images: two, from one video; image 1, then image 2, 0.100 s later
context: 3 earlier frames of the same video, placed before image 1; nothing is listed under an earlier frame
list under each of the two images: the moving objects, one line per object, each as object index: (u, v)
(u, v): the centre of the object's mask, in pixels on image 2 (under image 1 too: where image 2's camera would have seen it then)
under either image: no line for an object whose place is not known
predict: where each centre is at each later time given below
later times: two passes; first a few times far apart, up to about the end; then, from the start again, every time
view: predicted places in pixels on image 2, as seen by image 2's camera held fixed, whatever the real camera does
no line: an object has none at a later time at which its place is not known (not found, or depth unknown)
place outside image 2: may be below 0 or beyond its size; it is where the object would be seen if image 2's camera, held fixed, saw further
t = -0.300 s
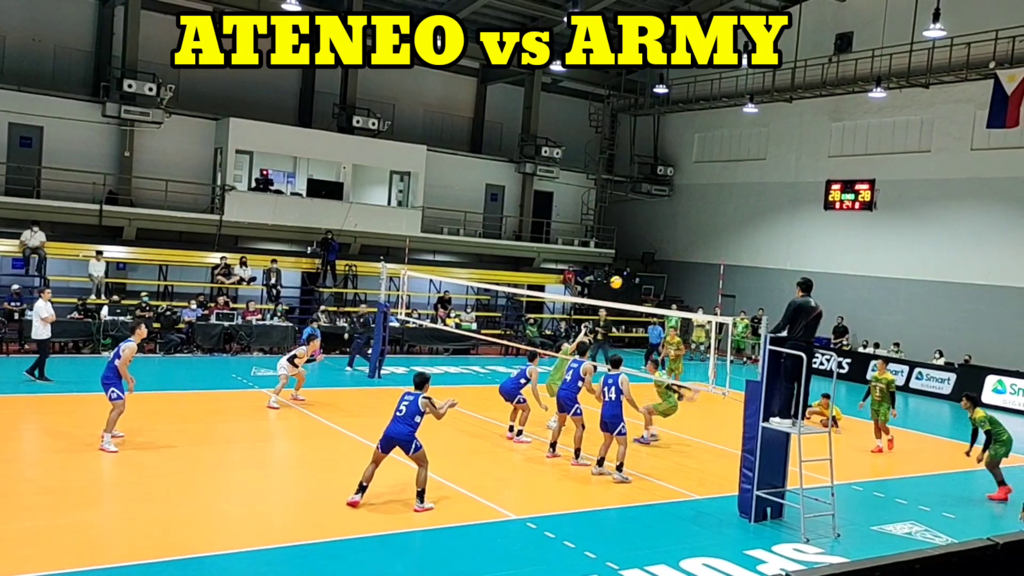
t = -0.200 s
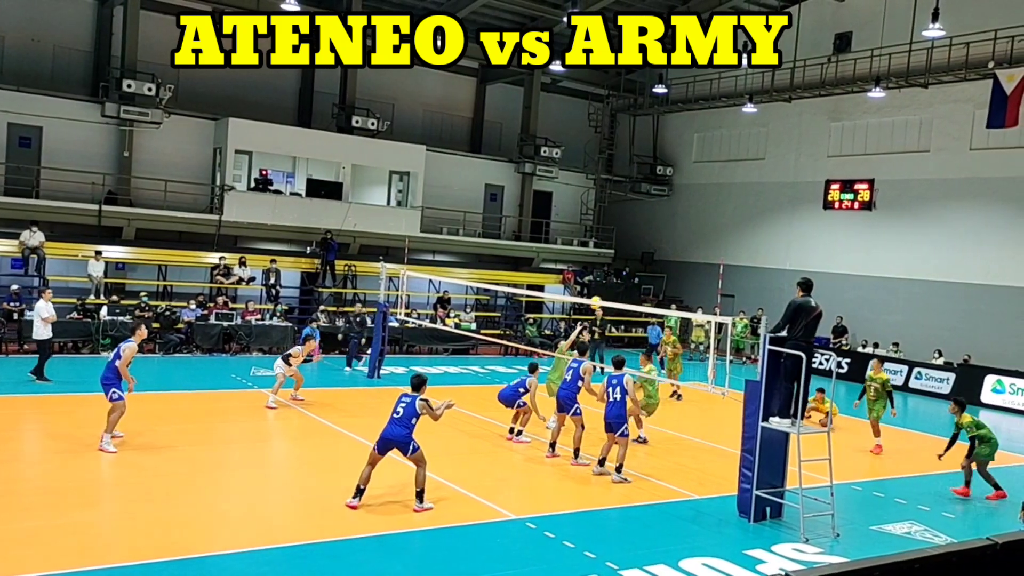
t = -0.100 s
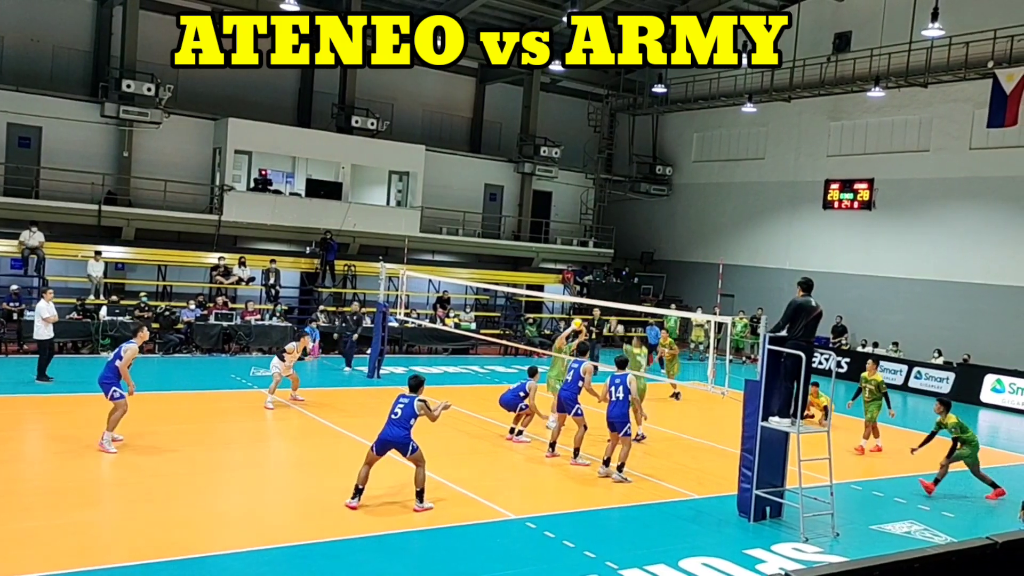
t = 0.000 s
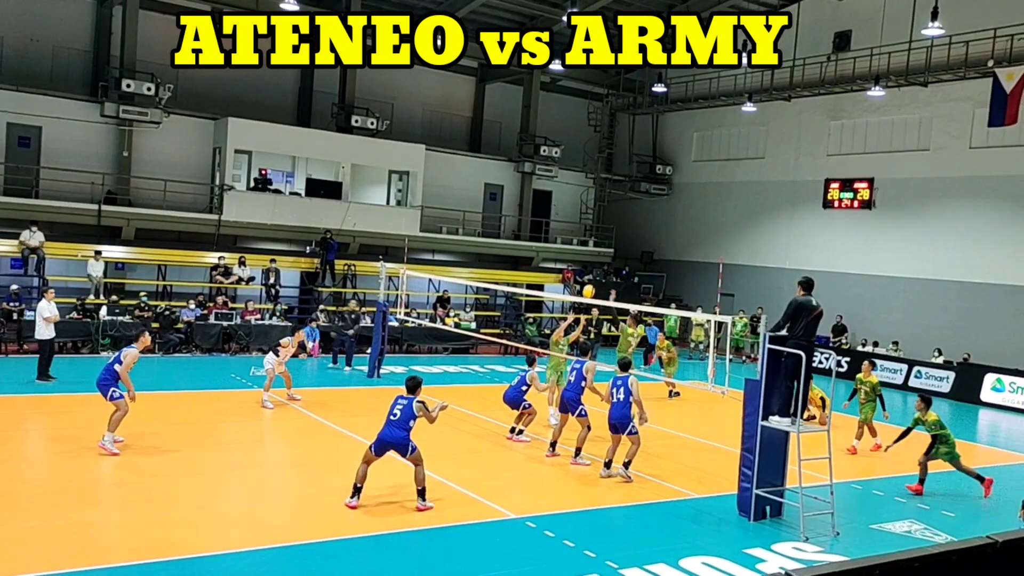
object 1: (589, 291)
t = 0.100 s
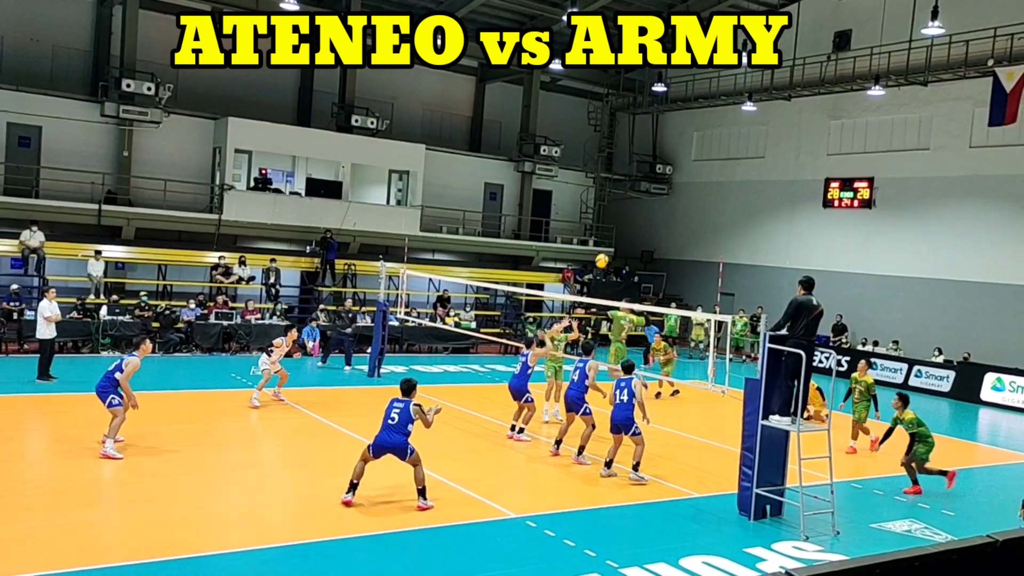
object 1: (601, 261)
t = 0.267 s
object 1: (623, 220)
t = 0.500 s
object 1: (652, 187)
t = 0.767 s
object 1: (683, 186)
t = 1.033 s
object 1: (711, 233)
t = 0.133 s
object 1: (606, 252)
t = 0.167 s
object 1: (610, 243)
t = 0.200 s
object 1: (614, 235)
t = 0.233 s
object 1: (619, 227)
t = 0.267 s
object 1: (623, 220)
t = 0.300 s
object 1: (627, 214)
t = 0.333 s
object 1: (631, 208)
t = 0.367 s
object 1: (635, 202)
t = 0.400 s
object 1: (640, 198)
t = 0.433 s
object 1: (644, 193)
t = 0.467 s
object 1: (648, 190)
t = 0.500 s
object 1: (652, 187)
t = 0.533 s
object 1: (656, 184)
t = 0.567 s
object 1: (660, 183)
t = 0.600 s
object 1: (664, 181)
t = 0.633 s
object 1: (668, 181)
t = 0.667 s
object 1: (671, 181)
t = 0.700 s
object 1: (675, 182)
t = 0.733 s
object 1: (679, 184)
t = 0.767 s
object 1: (683, 186)
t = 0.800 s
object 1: (686, 190)
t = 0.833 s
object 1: (690, 194)
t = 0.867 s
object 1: (694, 198)
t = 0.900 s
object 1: (697, 204)
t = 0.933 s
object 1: (701, 210)
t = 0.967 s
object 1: (704, 217)
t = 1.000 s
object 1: (708, 225)
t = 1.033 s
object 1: (711, 233)
